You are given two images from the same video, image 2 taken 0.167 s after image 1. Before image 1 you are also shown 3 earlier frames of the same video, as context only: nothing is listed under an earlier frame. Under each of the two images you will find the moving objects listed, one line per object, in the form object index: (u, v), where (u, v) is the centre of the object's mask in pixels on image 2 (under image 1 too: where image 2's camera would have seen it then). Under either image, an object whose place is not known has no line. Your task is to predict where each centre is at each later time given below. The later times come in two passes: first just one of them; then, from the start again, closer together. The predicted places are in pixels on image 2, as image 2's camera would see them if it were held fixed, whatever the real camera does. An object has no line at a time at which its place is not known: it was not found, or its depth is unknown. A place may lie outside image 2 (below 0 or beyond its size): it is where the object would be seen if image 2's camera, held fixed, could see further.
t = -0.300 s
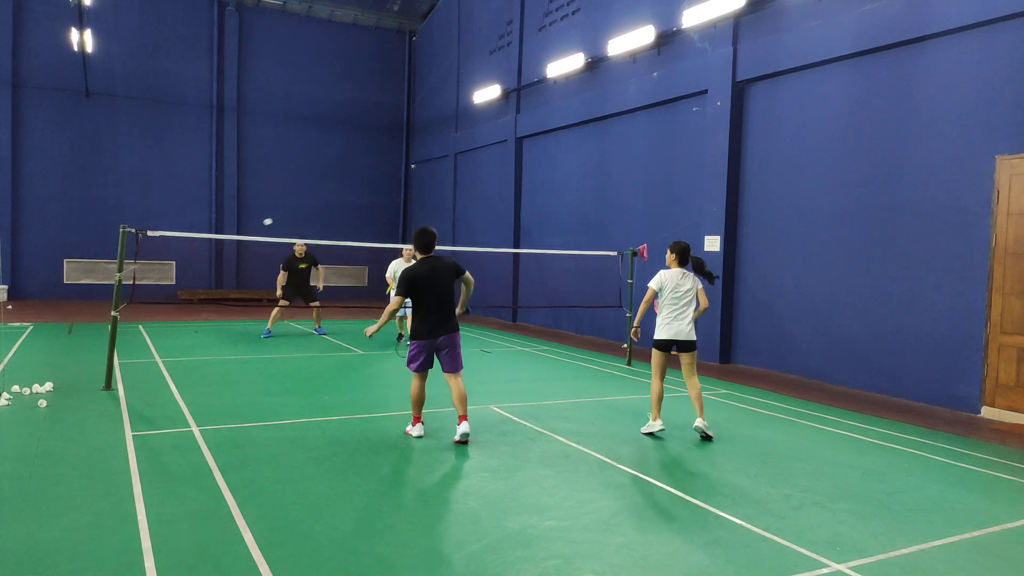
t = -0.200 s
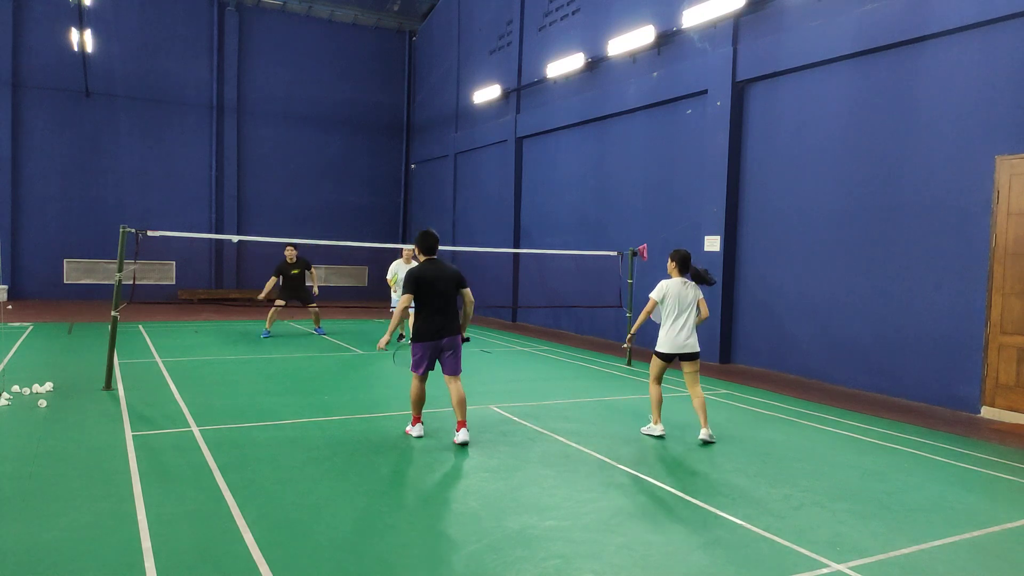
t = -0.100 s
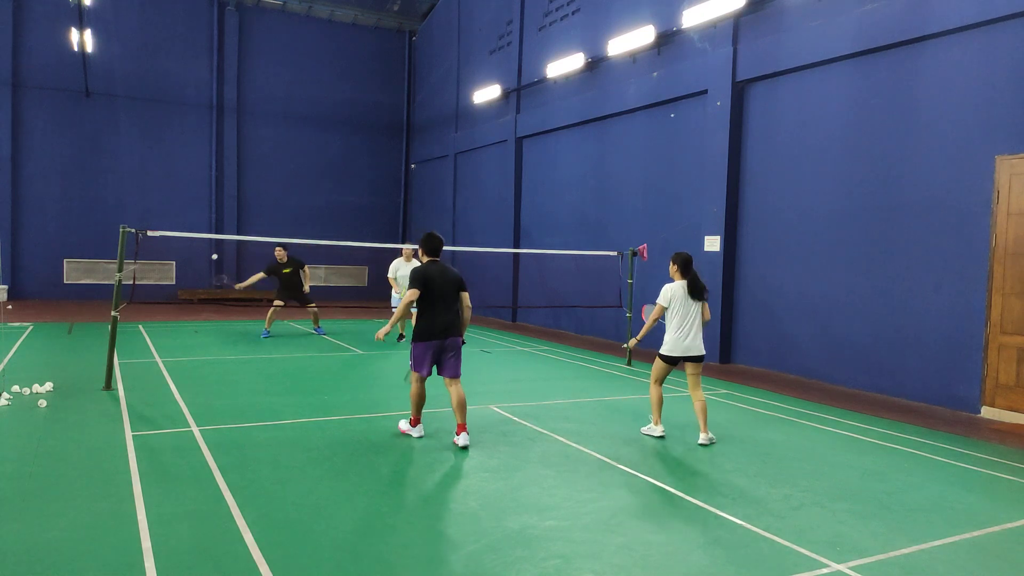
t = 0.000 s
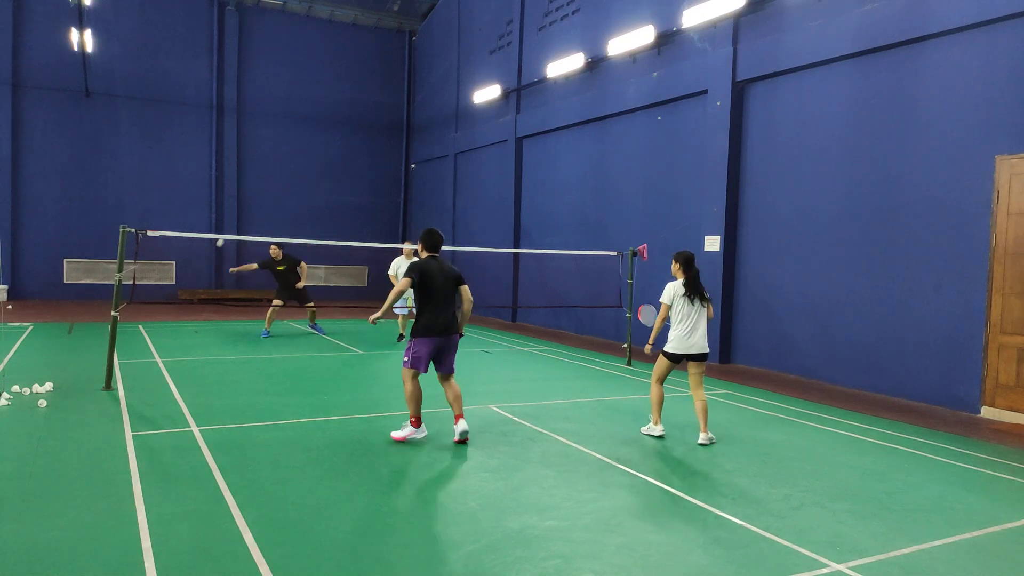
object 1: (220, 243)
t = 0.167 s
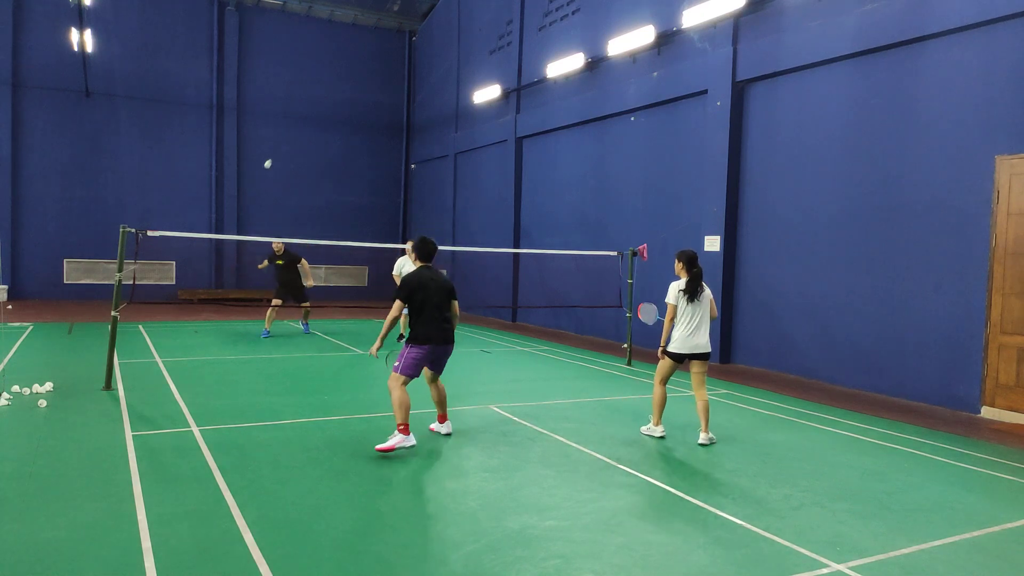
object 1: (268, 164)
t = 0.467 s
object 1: (338, 87)
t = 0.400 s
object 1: (323, 97)
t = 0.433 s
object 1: (330, 91)
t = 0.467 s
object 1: (338, 87)
